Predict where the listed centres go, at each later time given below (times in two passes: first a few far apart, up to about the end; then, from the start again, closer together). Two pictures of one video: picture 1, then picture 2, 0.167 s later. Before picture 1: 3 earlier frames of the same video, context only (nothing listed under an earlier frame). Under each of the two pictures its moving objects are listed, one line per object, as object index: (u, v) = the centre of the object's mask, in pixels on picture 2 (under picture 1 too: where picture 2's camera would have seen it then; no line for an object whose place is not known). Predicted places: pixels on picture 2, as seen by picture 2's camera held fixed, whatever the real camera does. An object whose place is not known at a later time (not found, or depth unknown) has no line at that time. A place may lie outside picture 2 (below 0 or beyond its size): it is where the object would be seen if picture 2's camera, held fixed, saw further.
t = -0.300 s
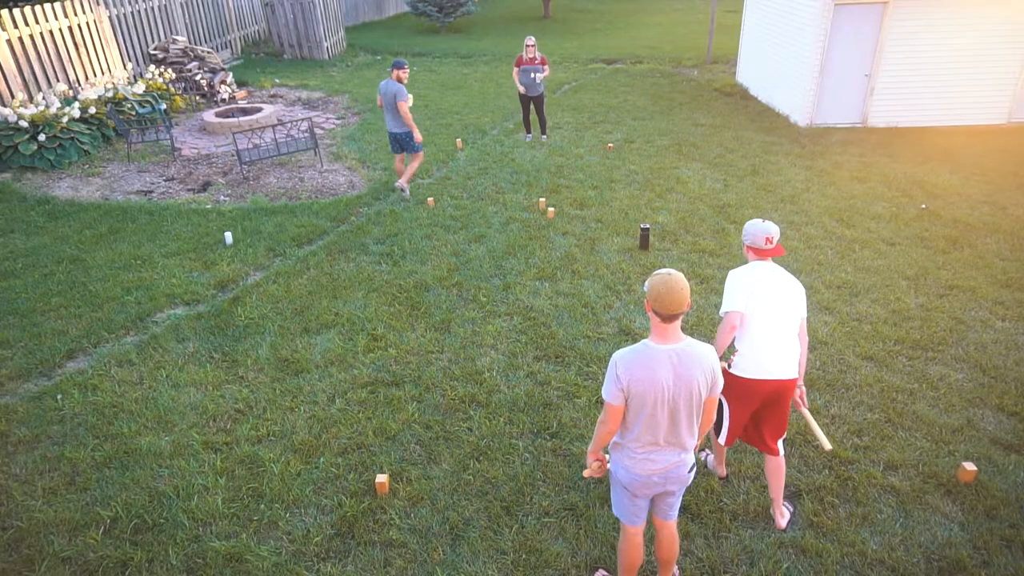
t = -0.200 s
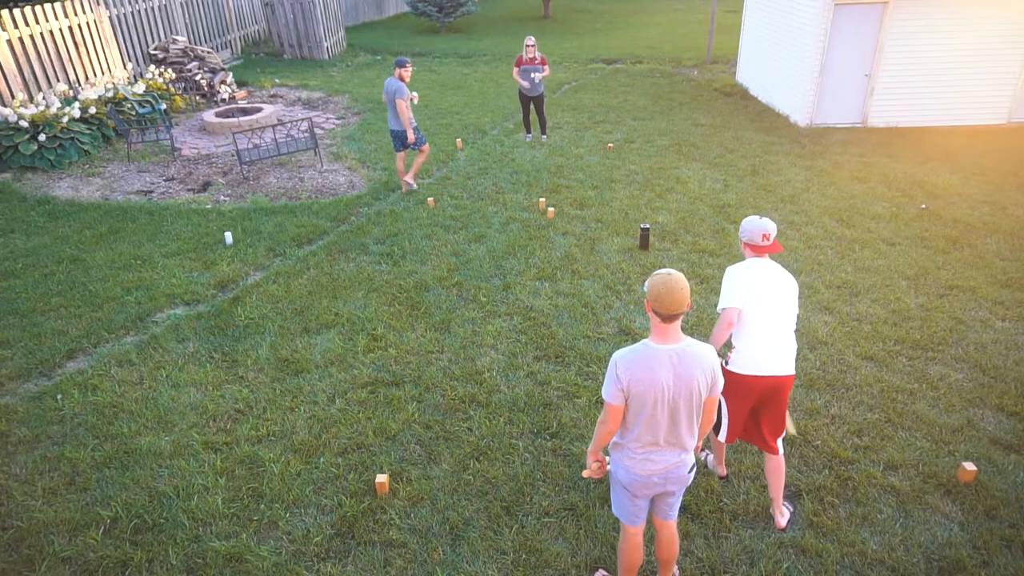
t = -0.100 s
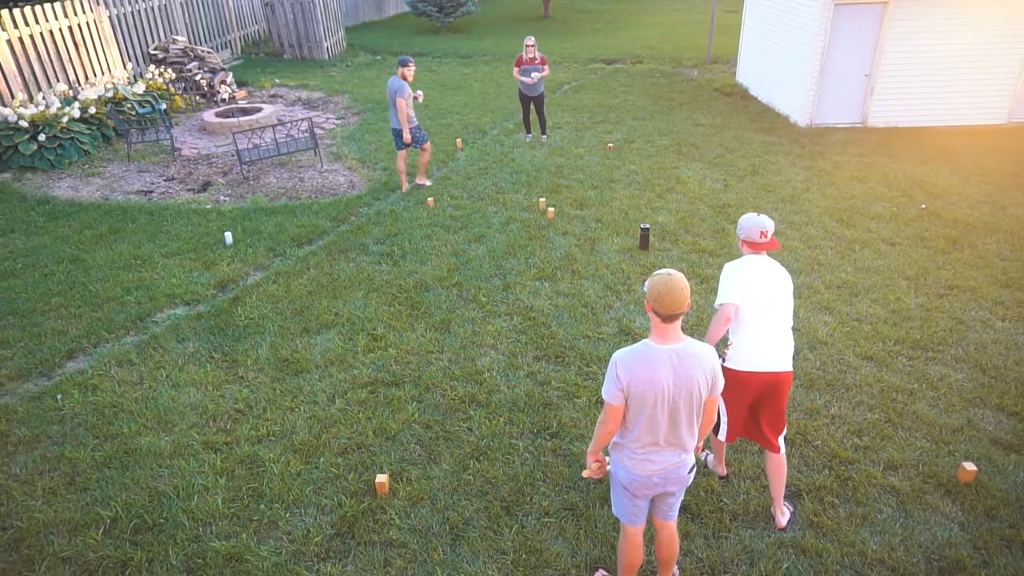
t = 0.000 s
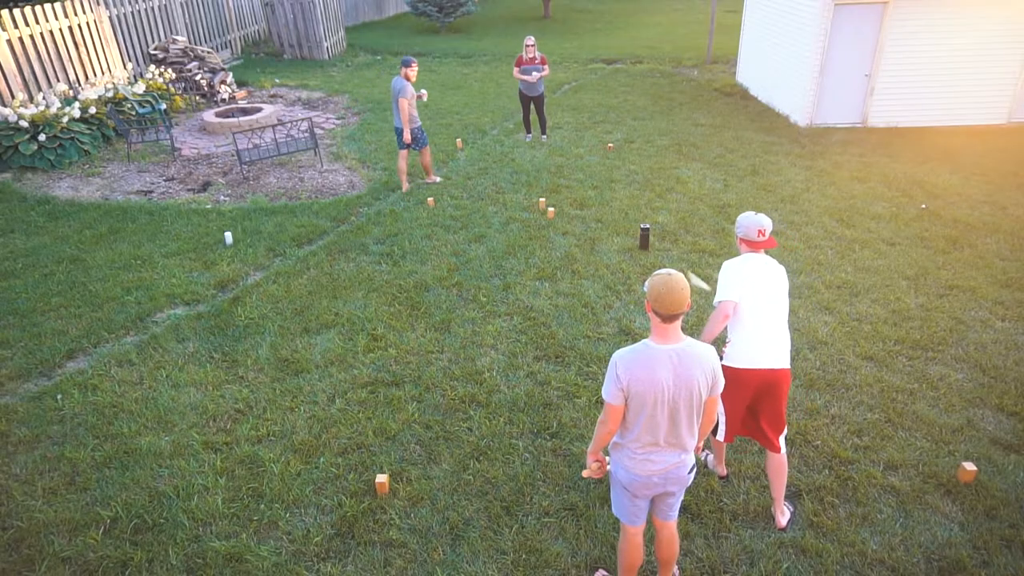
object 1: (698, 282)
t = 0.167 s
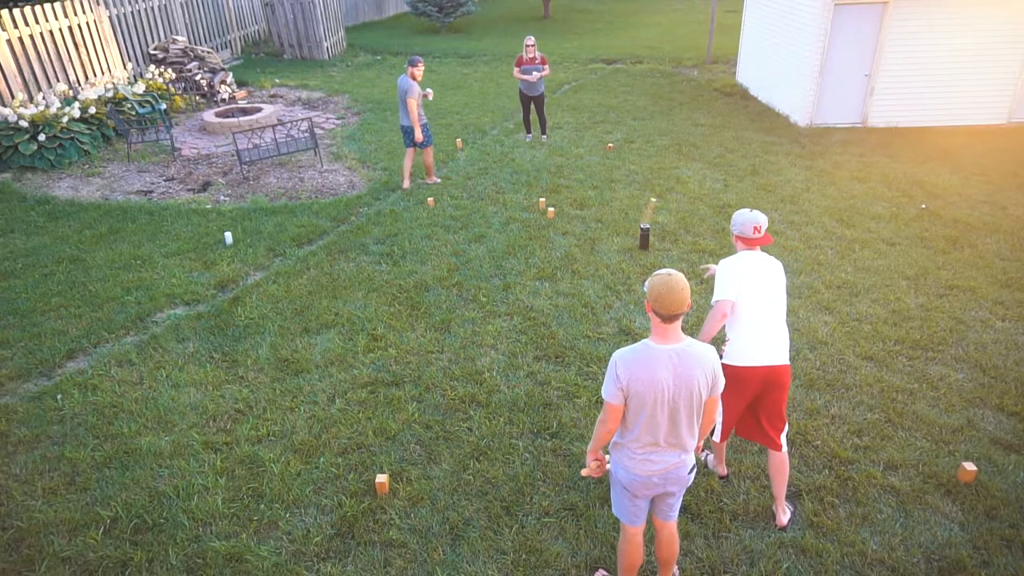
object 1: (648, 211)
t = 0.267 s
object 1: (622, 193)
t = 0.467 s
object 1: (583, 189)
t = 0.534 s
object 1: (572, 197)
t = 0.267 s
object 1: (622, 193)
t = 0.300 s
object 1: (615, 190)
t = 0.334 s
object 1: (608, 189)
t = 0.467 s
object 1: (583, 189)
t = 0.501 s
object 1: (576, 193)
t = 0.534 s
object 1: (572, 197)
